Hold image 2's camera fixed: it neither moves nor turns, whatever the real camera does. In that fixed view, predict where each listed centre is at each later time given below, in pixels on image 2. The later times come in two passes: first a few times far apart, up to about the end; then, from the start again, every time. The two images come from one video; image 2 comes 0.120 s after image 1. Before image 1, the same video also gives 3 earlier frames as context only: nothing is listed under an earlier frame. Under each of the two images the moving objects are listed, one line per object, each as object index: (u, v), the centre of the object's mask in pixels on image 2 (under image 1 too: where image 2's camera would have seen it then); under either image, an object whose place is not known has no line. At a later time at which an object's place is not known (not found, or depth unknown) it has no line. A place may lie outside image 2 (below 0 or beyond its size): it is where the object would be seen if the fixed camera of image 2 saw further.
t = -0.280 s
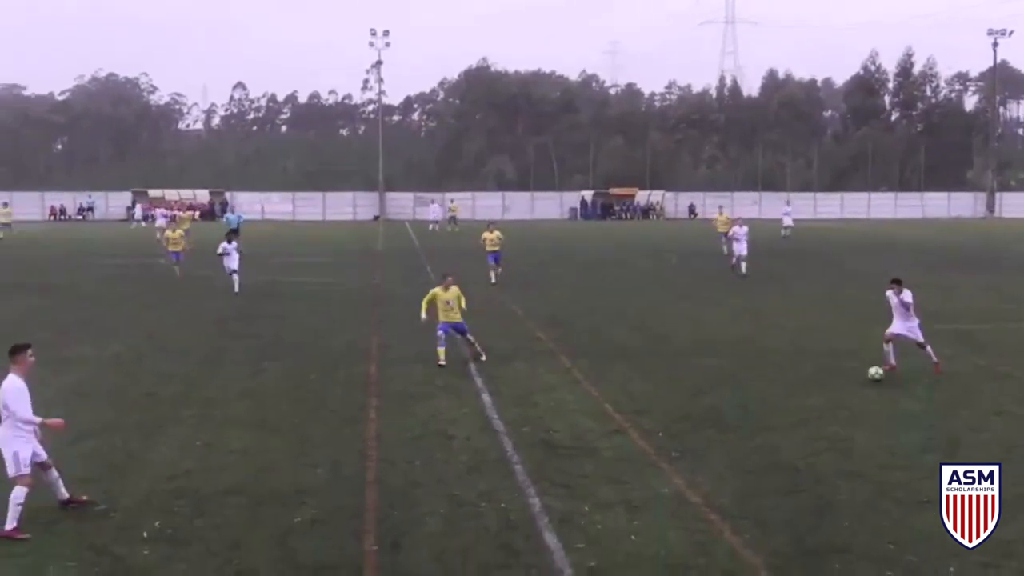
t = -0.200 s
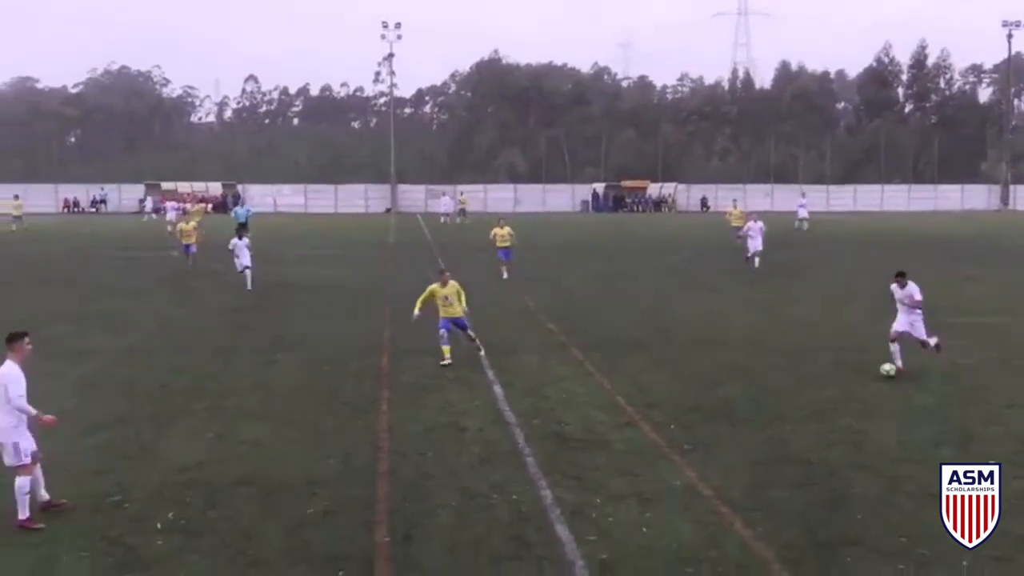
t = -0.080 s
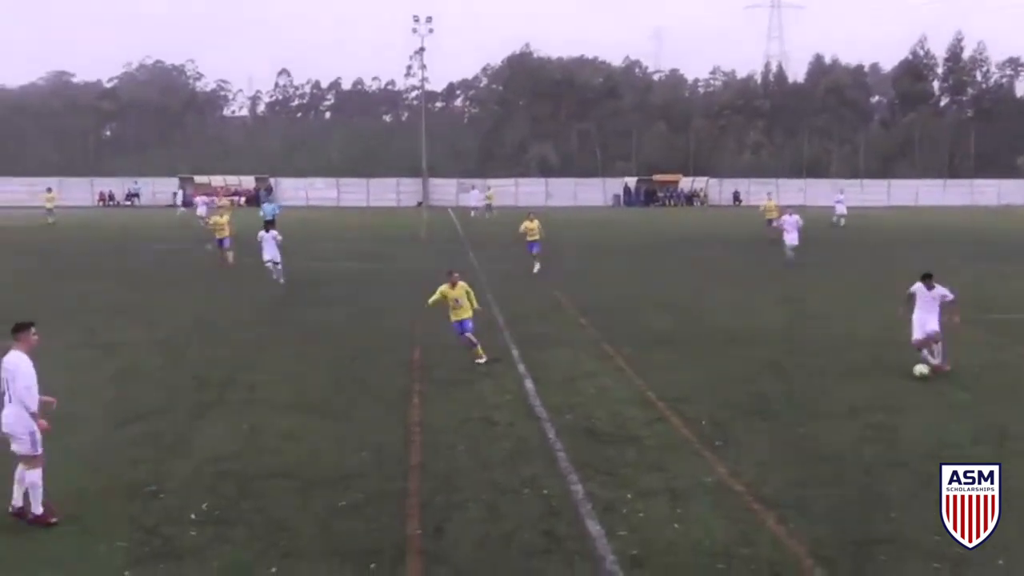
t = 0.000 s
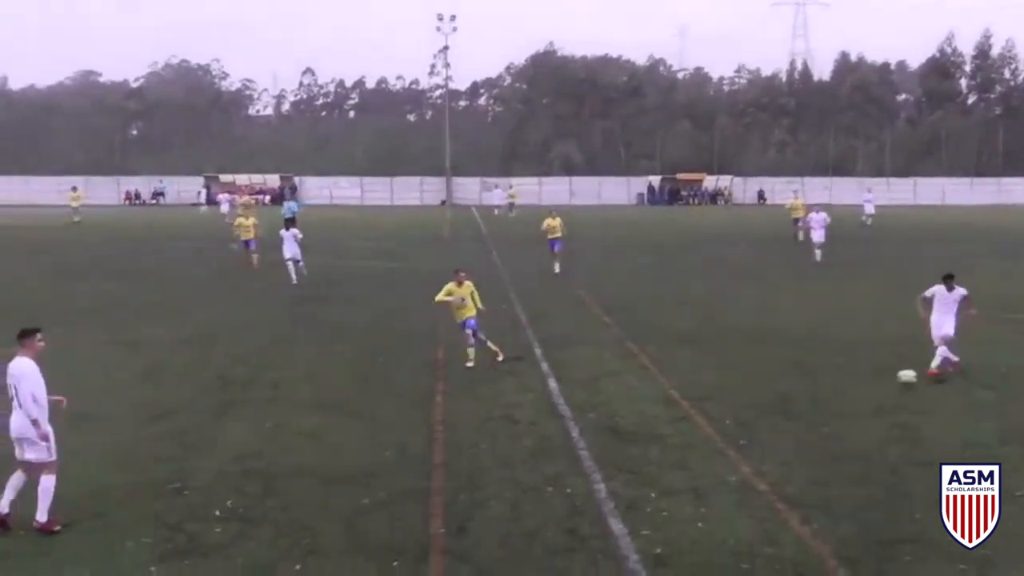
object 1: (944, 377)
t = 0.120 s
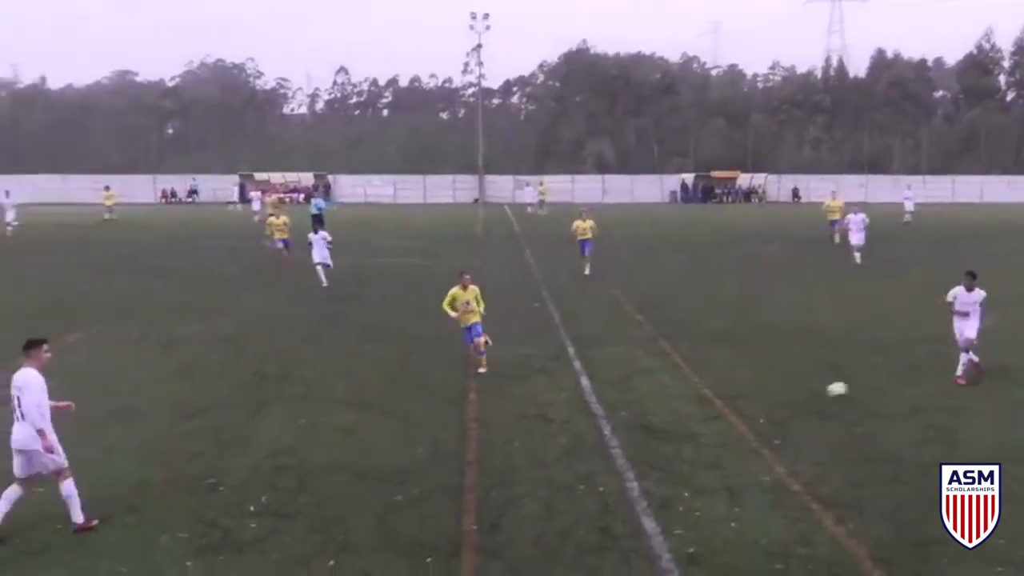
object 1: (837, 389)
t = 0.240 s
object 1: (723, 404)
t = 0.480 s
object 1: (478, 429)
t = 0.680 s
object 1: (262, 460)
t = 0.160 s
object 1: (799, 398)
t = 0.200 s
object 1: (761, 402)
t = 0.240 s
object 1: (723, 404)
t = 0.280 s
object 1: (683, 410)
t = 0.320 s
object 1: (641, 417)
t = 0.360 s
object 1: (601, 420)
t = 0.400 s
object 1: (562, 421)
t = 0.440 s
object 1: (520, 424)
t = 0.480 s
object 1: (478, 429)
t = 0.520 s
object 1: (435, 437)
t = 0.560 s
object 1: (391, 446)
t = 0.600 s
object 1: (347, 452)
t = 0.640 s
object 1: (306, 455)
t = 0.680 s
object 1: (262, 460)
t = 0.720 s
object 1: (218, 467)
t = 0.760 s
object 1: (176, 473)
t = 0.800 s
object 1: (134, 475)
